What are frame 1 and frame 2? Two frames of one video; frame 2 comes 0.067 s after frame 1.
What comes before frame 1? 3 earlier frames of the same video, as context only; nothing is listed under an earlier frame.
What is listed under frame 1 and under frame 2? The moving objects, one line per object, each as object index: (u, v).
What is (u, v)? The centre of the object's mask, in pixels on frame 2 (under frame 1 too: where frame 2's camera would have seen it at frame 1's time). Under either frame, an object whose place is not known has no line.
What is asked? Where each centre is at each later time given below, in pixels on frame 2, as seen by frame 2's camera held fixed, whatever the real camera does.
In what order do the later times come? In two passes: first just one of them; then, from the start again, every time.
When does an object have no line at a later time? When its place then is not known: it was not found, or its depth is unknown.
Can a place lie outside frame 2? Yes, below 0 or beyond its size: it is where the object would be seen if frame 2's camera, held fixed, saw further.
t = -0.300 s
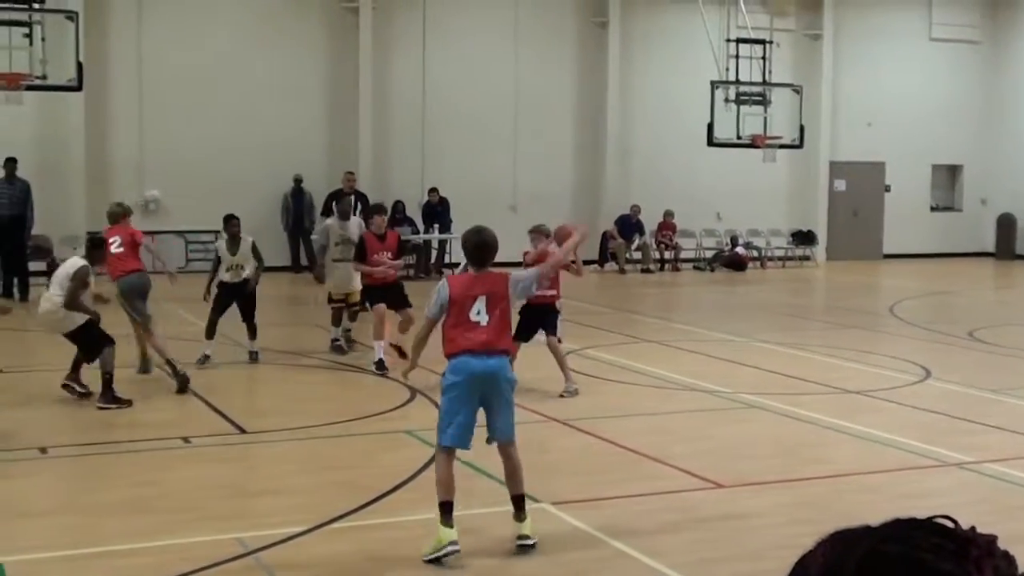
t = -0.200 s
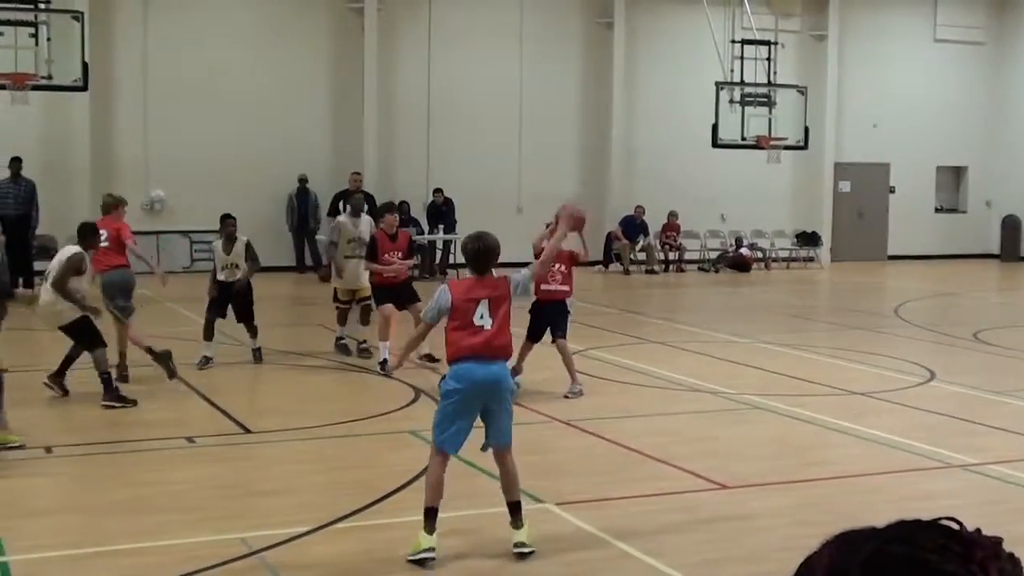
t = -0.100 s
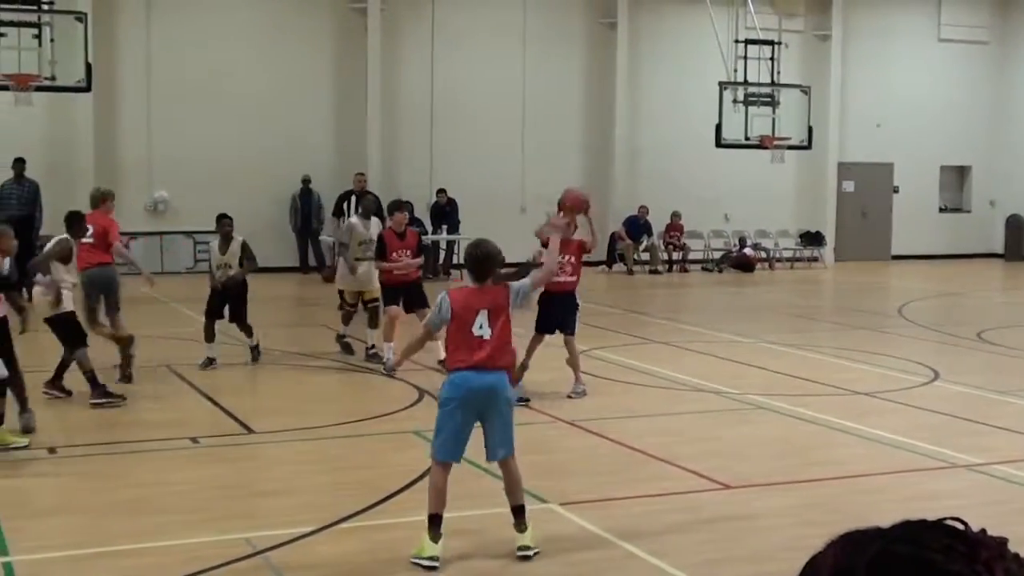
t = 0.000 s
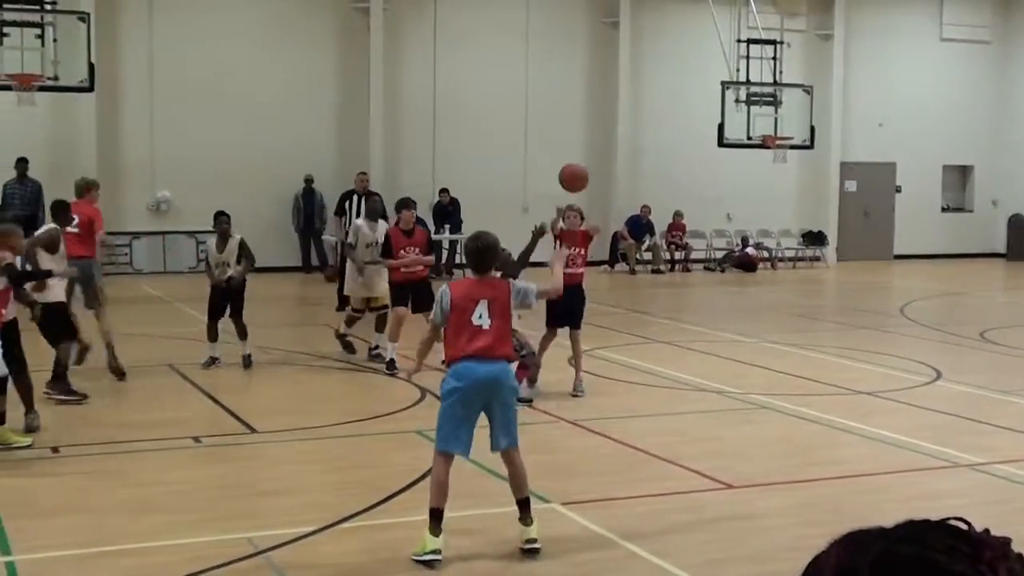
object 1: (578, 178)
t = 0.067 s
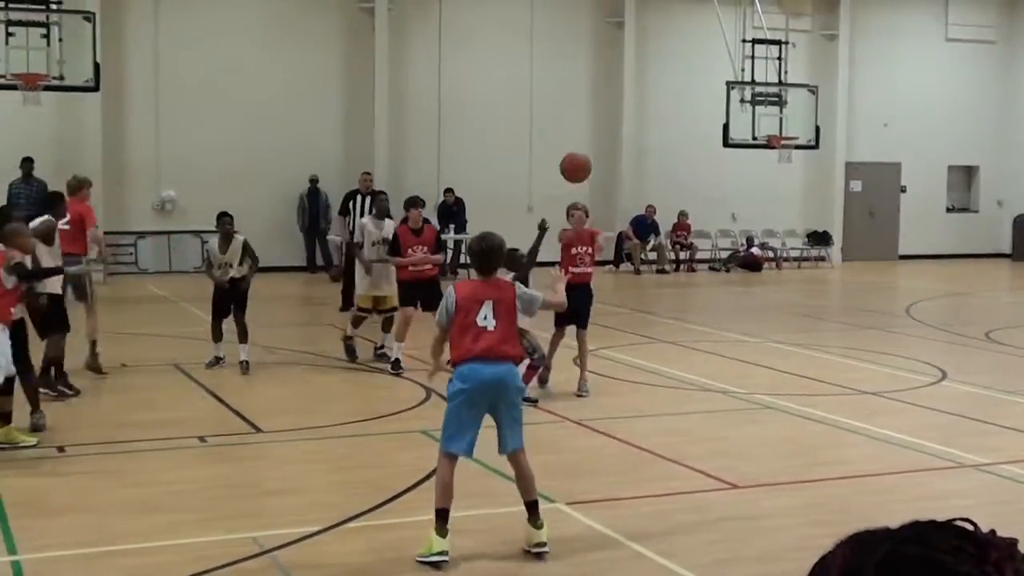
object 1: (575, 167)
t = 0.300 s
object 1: (562, 178)
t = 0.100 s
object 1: (574, 164)
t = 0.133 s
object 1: (572, 162)
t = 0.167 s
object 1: (570, 163)
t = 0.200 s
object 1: (569, 164)
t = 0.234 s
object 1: (567, 167)
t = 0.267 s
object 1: (565, 171)
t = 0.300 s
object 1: (562, 178)
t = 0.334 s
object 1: (560, 186)
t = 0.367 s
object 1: (558, 197)
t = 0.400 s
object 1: (556, 210)
